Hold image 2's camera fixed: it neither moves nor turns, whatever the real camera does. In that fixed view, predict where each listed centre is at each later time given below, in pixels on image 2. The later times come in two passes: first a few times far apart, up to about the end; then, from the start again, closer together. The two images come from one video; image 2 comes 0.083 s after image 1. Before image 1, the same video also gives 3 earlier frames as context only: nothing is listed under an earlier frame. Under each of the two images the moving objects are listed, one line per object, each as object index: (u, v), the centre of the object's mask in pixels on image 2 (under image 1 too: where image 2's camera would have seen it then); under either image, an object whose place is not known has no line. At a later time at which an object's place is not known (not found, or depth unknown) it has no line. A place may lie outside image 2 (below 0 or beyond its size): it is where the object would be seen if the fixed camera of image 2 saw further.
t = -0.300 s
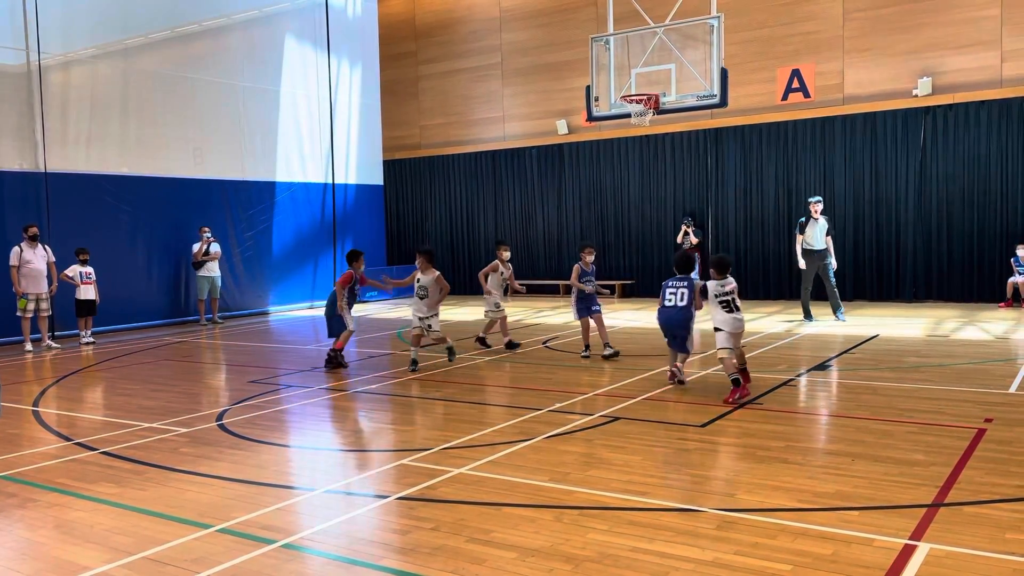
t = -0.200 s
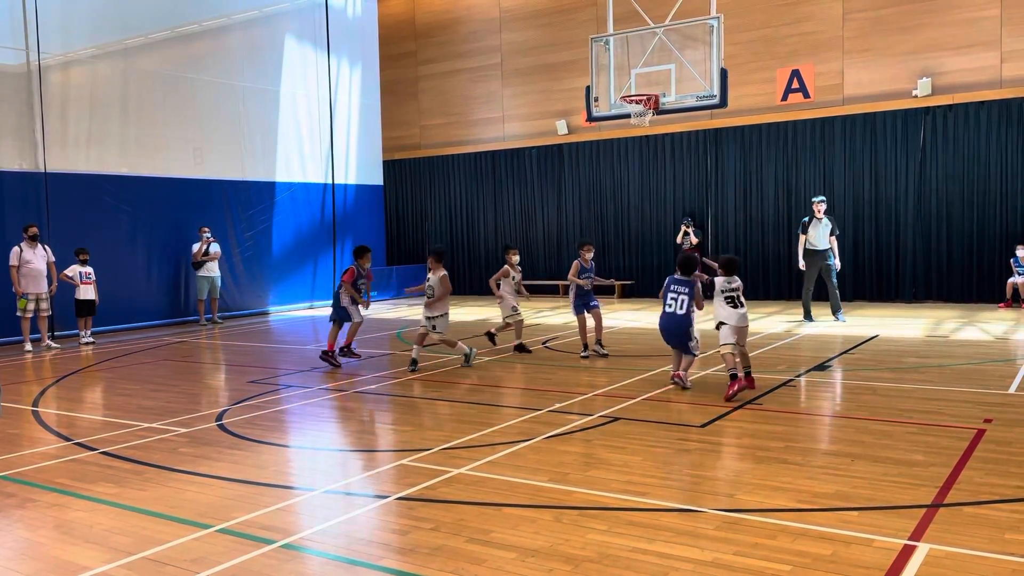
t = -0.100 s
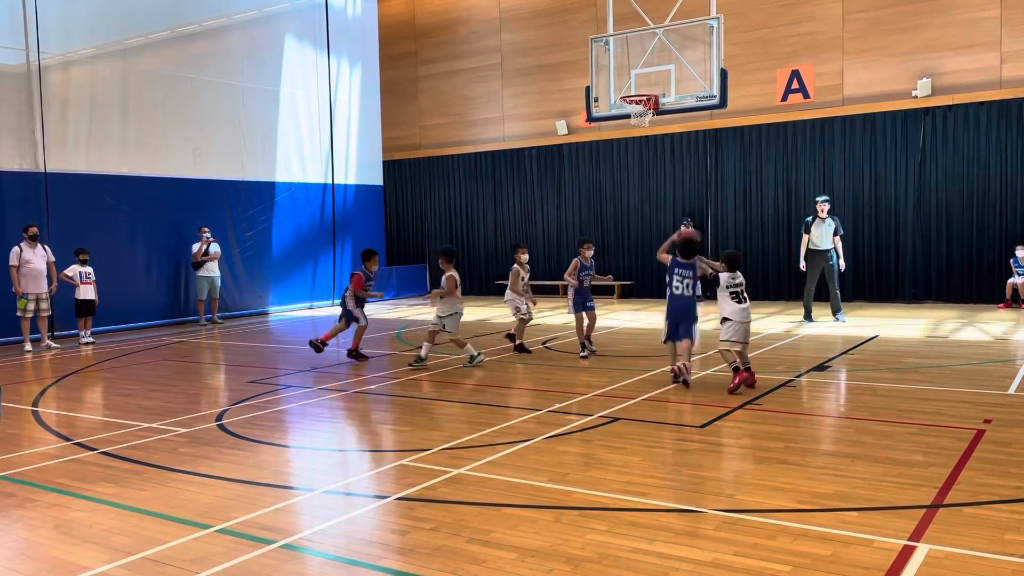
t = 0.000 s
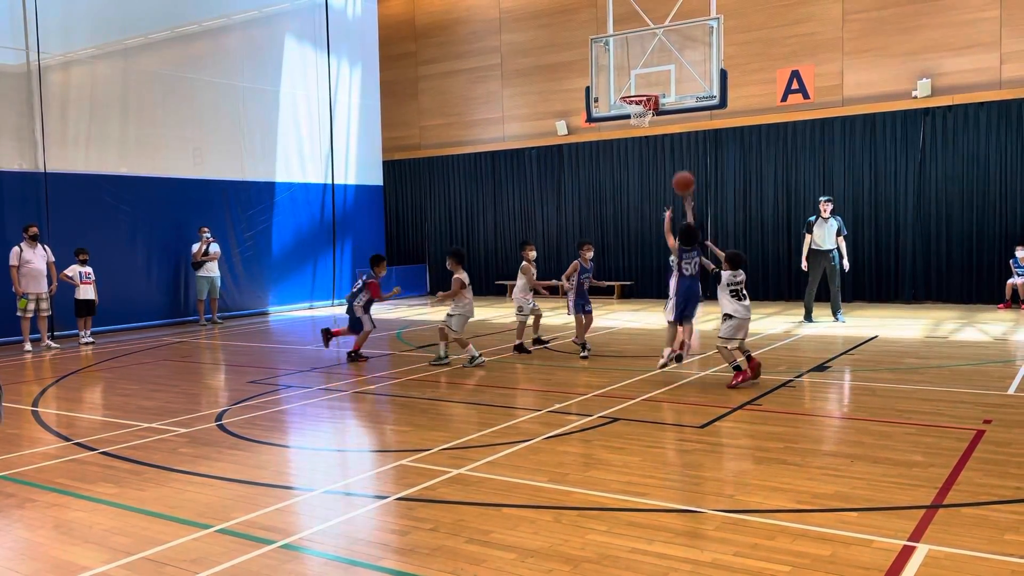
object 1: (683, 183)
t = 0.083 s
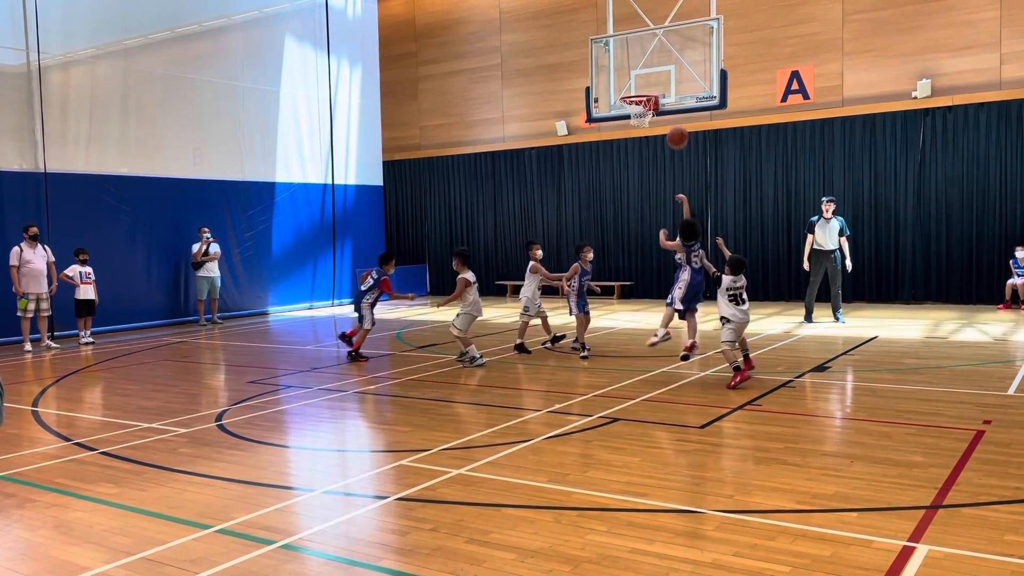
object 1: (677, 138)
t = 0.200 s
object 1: (669, 88)
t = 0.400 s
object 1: (657, 42)
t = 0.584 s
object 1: (647, 34)
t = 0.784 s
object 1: (638, 58)
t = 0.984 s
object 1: (635, 81)
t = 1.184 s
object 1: (649, 49)
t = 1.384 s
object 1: (663, 49)
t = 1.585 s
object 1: (678, 82)
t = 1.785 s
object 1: (694, 150)
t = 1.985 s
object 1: (711, 253)
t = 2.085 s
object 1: (720, 316)
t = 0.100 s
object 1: (676, 130)
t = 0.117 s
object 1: (675, 121)
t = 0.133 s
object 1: (674, 114)
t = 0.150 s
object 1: (673, 107)
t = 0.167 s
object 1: (672, 100)
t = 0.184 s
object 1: (671, 94)
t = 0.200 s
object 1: (669, 88)
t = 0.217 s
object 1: (668, 82)
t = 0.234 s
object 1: (667, 77)
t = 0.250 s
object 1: (666, 72)
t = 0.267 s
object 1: (665, 68)
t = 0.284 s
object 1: (664, 63)
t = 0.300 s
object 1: (663, 59)
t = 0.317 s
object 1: (662, 56)
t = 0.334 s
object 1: (661, 52)
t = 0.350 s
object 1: (660, 49)
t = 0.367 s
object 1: (659, 46)
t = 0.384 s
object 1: (658, 44)
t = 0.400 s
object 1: (657, 42)
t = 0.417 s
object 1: (656, 40)
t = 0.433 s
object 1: (655, 38)
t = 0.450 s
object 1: (654, 36)
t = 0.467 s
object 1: (653, 35)
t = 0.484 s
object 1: (653, 34)
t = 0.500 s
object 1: (652, 33)
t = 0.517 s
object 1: (651, 33)
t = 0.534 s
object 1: (650, 33)
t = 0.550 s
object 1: (649, 33)
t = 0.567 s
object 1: (648, 33)
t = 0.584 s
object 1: (647, 34)
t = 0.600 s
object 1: (646, 35)
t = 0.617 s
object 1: (646, 36)
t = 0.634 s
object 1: (645, 37)
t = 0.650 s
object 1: (644, 39)
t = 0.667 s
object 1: (643, 40)
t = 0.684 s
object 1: (642, 42)
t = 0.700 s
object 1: (642, 44)
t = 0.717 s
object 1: (641, 46)
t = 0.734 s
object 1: (640, 49)
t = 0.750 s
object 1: (639, 52)
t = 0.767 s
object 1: (639, 55)
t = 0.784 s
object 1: (638, 58)
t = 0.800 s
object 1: (637, 61)
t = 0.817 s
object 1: (636, 65)
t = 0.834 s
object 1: (635, 68)
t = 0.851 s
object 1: (635, 72)
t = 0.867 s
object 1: (635, 76)
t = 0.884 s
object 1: (634, 81)
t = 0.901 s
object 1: (633, 85)
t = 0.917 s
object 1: (633, 89)
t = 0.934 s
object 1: (632, 91)
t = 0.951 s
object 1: (633, 88)
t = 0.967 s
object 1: (634, 85)
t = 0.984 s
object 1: (635, 81)
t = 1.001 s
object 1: (636, 77)
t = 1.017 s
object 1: (637, 73)
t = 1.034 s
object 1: (639, 70)
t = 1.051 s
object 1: (640, 67)
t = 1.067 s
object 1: (641, 64)
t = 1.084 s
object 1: (642, 61)
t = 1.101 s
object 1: (643, 58)
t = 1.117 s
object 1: (644, 56)
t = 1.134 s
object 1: (645, 54)
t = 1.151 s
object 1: (646, 52)
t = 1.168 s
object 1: (648, 51)
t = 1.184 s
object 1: (649, 49)
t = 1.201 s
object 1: (650, 48)
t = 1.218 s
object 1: (651, 47)
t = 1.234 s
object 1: (652, 46)
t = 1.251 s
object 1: (654, 45)
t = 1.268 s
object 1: (655, 45)
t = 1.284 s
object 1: (656, 45)
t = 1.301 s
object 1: (657, 45)
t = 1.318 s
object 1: (658, 45)
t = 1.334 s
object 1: (659, 46)
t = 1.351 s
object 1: (661, 46)
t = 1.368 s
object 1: (662, 48)
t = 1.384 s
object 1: (663, 49)
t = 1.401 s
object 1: (664, 50)
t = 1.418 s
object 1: (665, 52)
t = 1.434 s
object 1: (667, 54)
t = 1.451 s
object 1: (668, 56)
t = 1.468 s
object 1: (669, 58)
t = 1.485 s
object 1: (671, 61)
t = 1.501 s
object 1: (672, 64)
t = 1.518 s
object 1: (673, 68)
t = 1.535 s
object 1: (674, 71)
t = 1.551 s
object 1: (676, 74)
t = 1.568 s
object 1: (677, 78)
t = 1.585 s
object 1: (678, 82)
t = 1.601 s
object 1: (680, 87)
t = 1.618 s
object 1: (681, 91)
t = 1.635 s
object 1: (683, 96)
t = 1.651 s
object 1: (684, 101)
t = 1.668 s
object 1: (685, 106)
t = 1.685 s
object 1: (686, 112)
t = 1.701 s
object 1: (688, 117)
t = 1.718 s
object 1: (690, 125)
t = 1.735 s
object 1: (690, 130)
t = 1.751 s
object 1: (692, 137)
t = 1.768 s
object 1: (693, 143)
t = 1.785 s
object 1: (694, 150)
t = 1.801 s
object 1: (696, 157)
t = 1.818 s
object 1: (697, 165)
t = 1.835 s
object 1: (698, 173)
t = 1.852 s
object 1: (700, 181)
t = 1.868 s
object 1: (701, 189)
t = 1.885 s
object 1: (703, 197)
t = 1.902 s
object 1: (704, 206)
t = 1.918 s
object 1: (705, 215)
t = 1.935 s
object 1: (707, 224)
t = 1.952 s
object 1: (708, 233)
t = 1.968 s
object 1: (710, 243)
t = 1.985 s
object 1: (711, 253)
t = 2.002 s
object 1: (712, 263)
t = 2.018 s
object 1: (714, 273)
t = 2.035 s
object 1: (716, 283)
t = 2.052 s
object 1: (717, 293)
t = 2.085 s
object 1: (720, 316)
